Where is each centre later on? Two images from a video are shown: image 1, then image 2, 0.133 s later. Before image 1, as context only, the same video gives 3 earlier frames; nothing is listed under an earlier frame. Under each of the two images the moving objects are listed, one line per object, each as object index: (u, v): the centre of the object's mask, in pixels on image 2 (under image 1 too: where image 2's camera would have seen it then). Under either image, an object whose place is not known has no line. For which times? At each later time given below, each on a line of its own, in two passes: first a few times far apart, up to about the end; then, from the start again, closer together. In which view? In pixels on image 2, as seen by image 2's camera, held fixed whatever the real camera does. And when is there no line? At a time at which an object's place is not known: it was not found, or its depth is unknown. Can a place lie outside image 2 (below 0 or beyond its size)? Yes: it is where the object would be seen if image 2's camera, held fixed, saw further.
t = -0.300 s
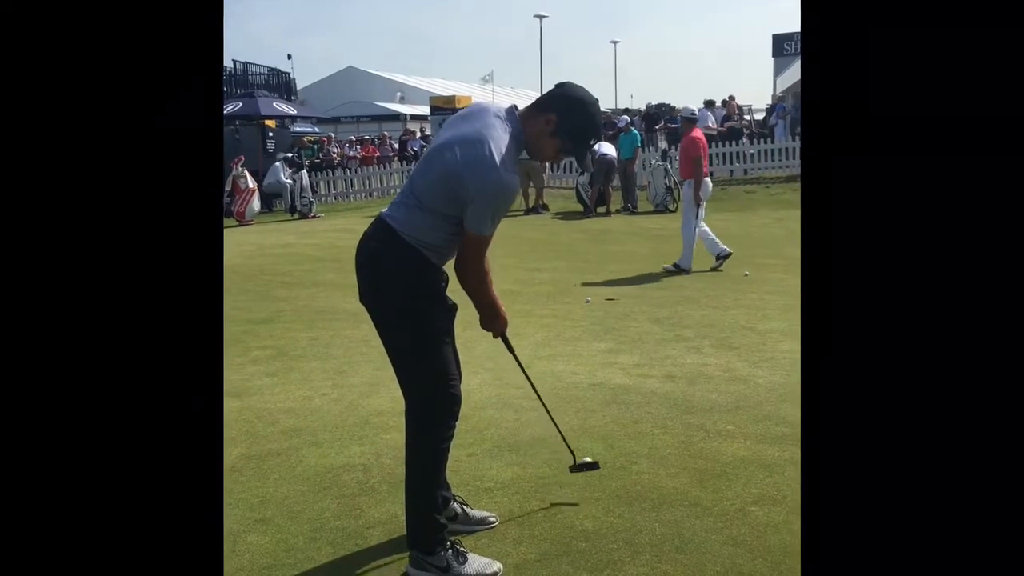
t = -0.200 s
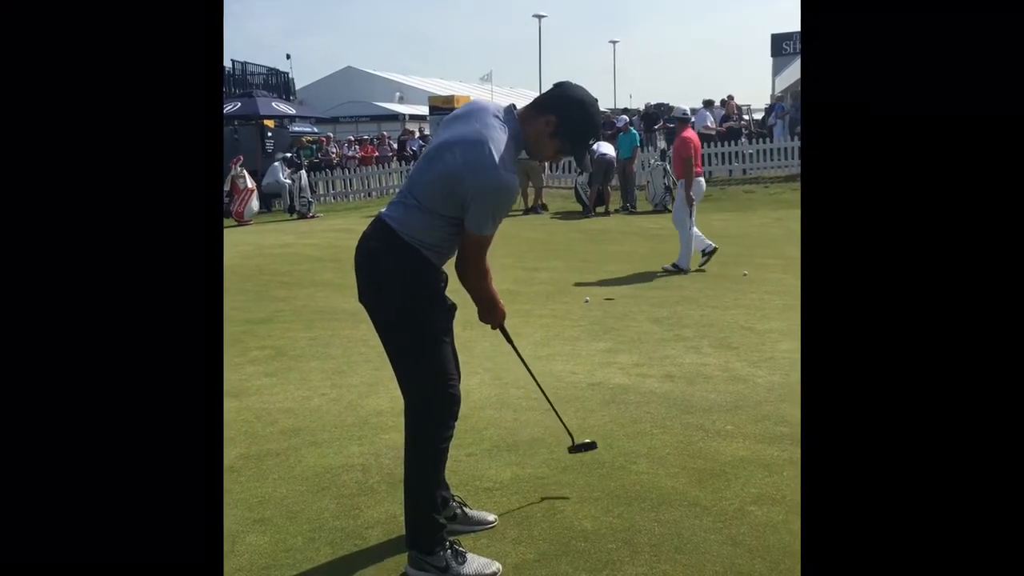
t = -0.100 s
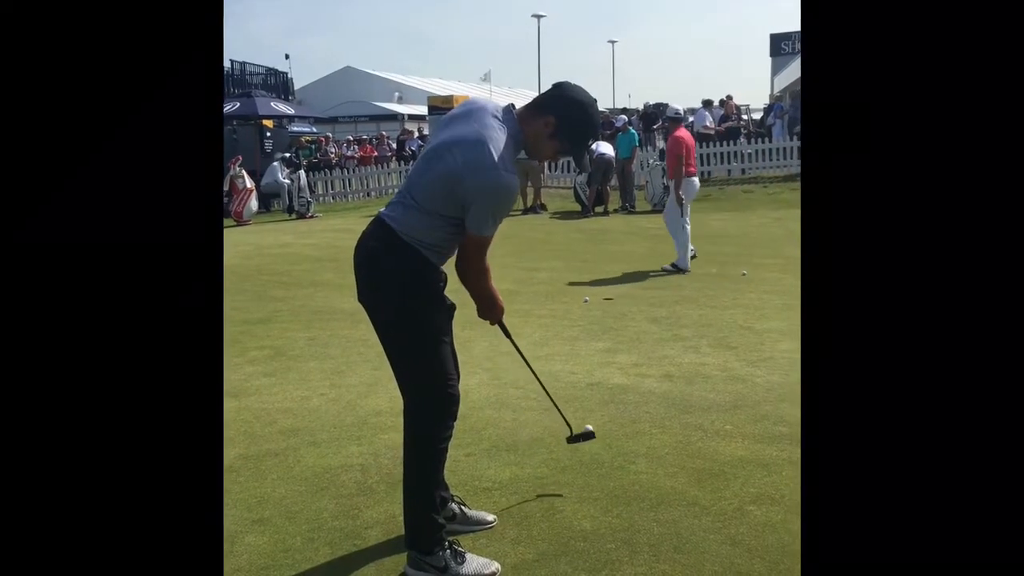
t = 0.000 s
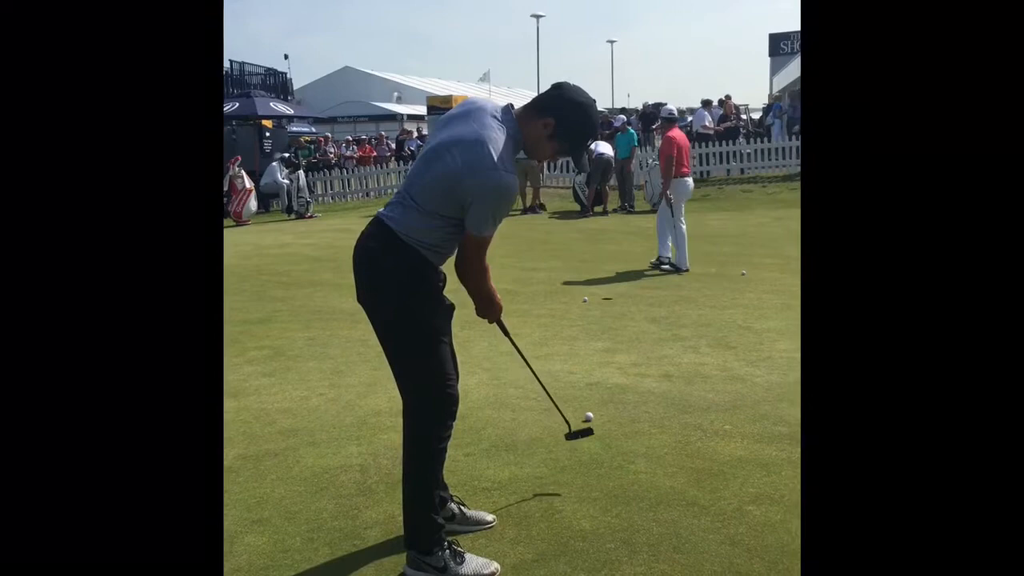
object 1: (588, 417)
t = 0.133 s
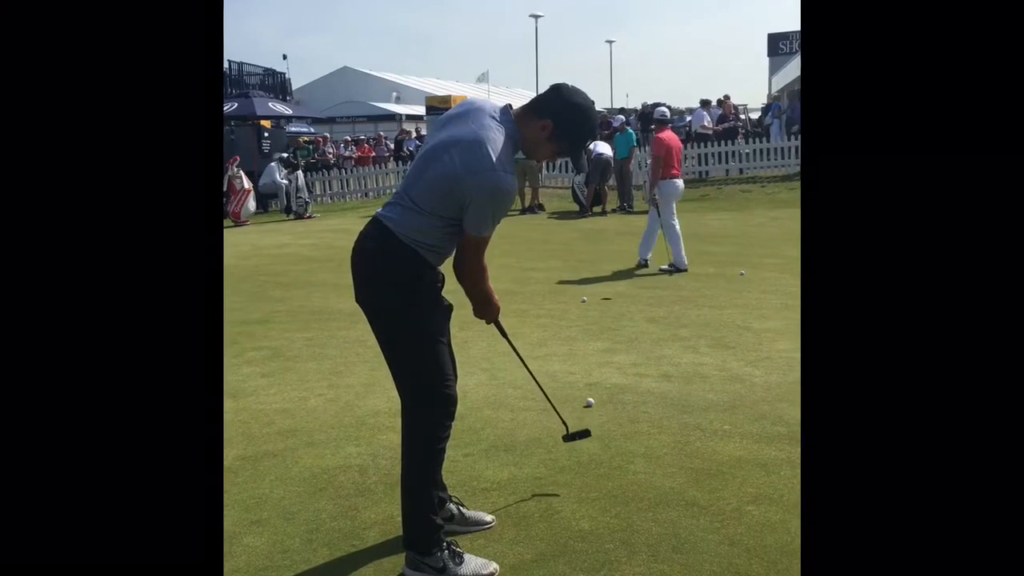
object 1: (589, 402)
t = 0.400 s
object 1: (593, 379)
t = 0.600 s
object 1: (594, 365)
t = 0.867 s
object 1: (596, 351)
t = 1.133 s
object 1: (598, 338)
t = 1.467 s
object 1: (599, 325)
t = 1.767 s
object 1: (599, 315)
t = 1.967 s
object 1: (600, 310)
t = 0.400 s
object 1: (593, 379)
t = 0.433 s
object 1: (593, 377)
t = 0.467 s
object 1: (593, 374)
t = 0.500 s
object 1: (594, 372)
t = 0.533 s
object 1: (594, 370)
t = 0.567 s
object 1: (594, 367)
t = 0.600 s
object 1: (594, 365)
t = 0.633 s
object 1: (595, 364)
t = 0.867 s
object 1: (596, 351)
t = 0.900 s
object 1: (597, 349)
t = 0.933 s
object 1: (597, 348)
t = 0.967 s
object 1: (597, 346)
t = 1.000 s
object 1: (597, 345)
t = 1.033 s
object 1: (598, 343)
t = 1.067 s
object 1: (598, 341)
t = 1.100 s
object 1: (598, 340)
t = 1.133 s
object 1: (598, 338)
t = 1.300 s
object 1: (598, 332)
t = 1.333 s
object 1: (599, 330)
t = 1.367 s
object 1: (598, 329)
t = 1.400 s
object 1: (599, 327)
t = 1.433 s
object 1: (599, 326)
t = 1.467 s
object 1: (599, 325)
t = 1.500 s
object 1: (599, 324)
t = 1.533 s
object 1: (599, 322)
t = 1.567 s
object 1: (599, 321)
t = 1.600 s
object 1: (599, 320)
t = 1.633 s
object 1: (599, 319)
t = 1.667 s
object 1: (599, 318)
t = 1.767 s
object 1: (599, 315)
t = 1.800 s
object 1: (599, 314)
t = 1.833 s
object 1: (599, 313)
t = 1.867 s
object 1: (600, 312)
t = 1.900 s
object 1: (599, 311)
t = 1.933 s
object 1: (599, 310)
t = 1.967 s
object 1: (600, 310)
